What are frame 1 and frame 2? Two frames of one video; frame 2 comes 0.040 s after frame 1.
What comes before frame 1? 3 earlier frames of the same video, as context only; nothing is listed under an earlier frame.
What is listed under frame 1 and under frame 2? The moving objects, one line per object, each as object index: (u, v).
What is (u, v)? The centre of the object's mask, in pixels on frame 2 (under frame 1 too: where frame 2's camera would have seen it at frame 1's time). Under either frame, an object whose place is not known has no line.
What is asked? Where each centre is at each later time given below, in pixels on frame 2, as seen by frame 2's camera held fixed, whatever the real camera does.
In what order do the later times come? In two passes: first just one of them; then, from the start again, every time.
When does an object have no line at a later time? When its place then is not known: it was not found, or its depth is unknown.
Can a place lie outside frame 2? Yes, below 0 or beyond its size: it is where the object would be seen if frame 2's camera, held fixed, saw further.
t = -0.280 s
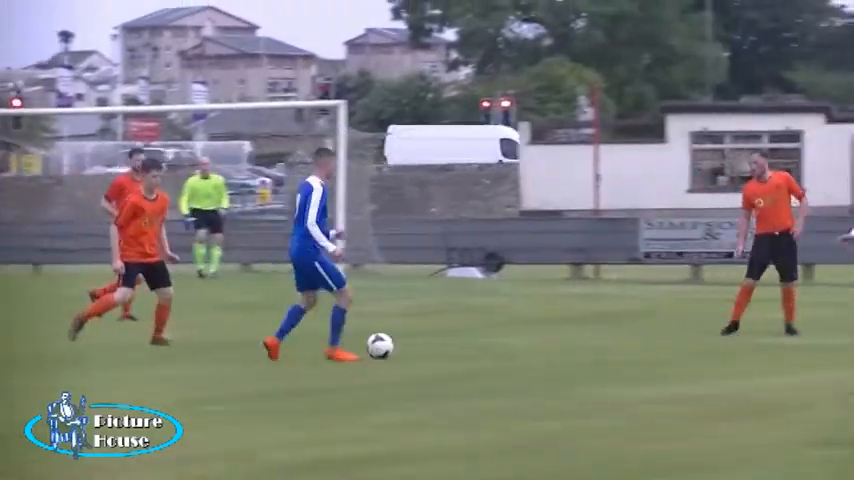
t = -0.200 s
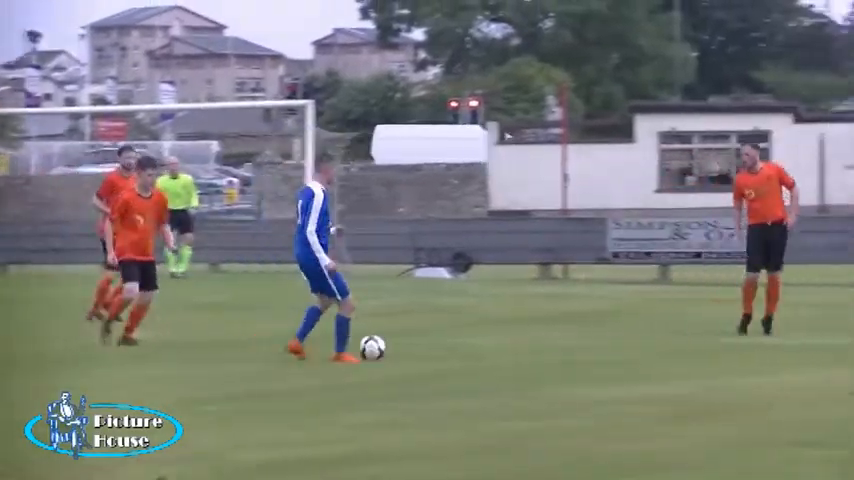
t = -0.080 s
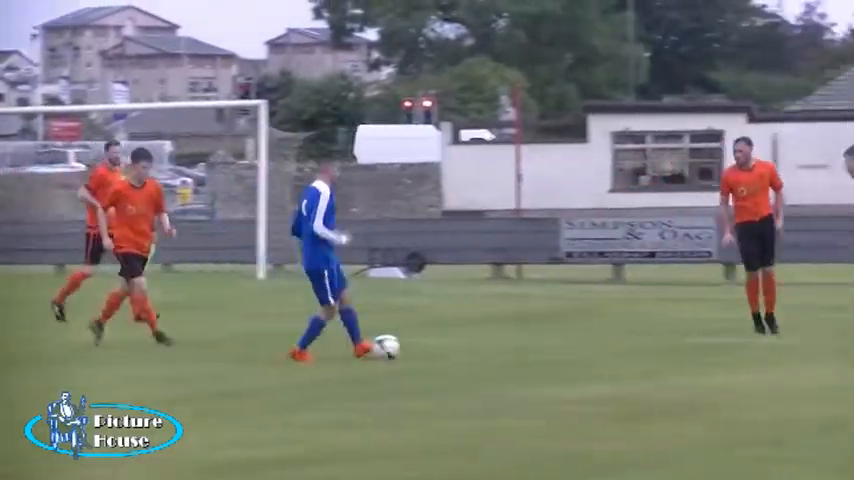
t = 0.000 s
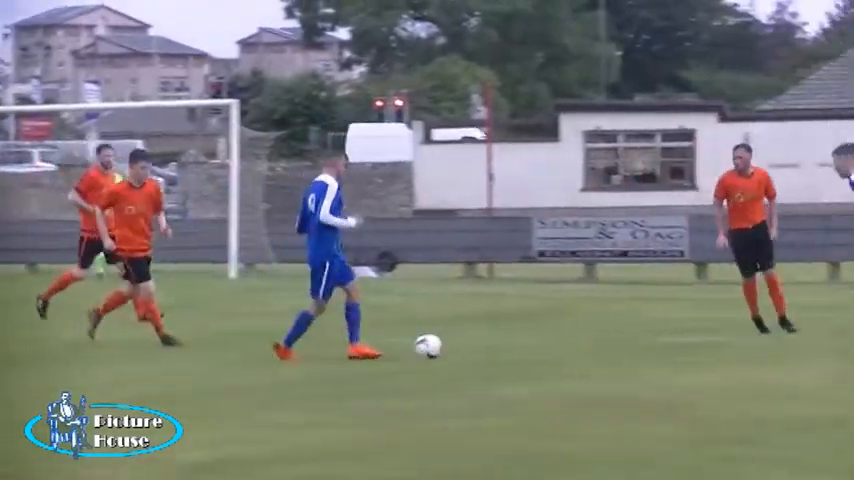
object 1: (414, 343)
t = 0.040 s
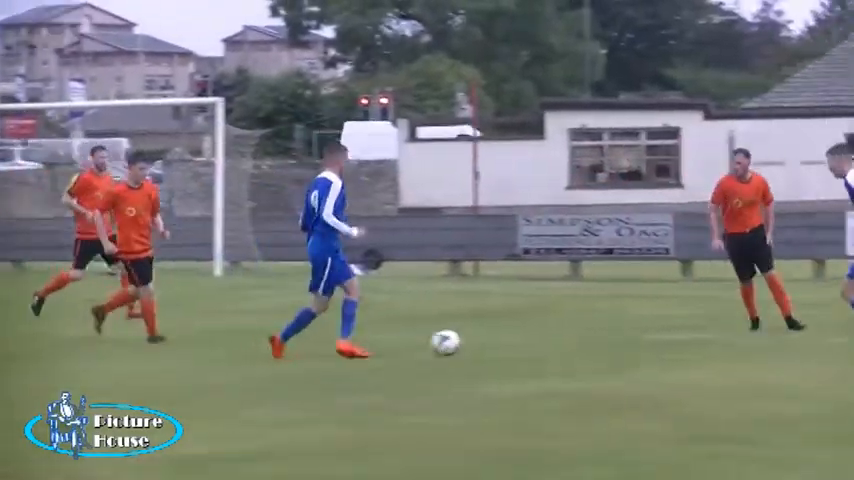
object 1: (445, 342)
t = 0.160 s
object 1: (541, 344)
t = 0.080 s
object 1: (477, 341)
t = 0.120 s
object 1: (509, 342)
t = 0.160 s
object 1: (541, 344)
